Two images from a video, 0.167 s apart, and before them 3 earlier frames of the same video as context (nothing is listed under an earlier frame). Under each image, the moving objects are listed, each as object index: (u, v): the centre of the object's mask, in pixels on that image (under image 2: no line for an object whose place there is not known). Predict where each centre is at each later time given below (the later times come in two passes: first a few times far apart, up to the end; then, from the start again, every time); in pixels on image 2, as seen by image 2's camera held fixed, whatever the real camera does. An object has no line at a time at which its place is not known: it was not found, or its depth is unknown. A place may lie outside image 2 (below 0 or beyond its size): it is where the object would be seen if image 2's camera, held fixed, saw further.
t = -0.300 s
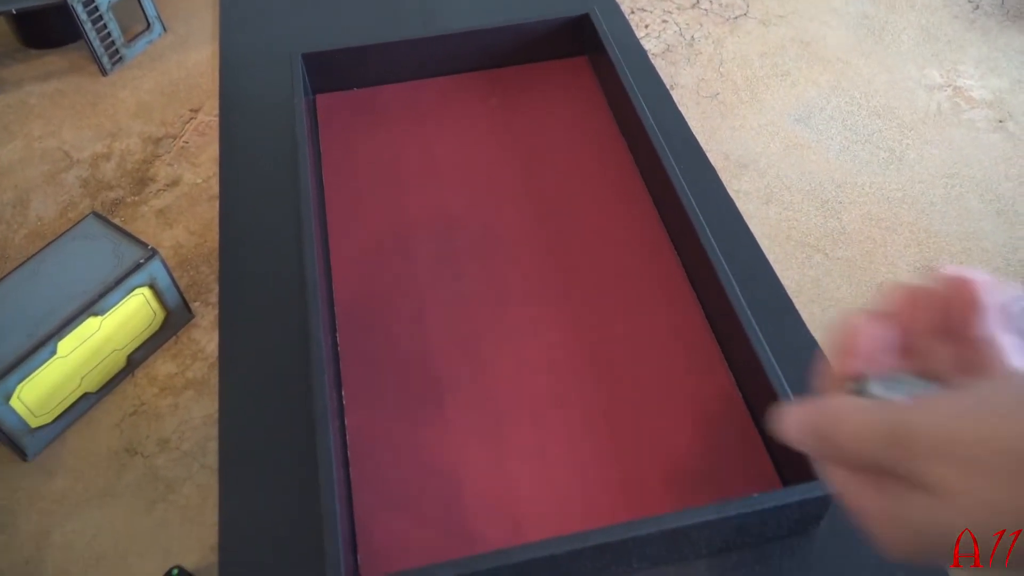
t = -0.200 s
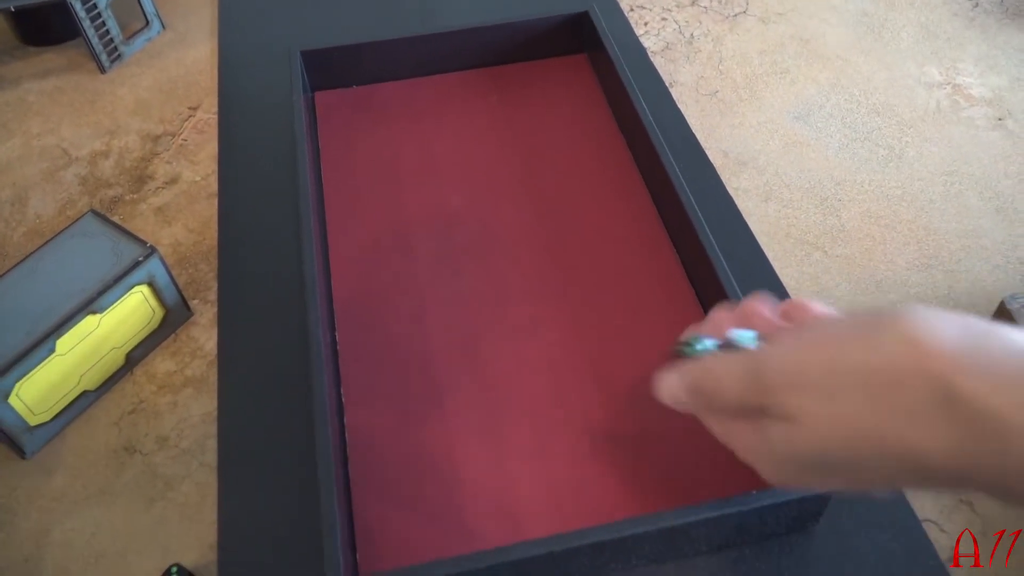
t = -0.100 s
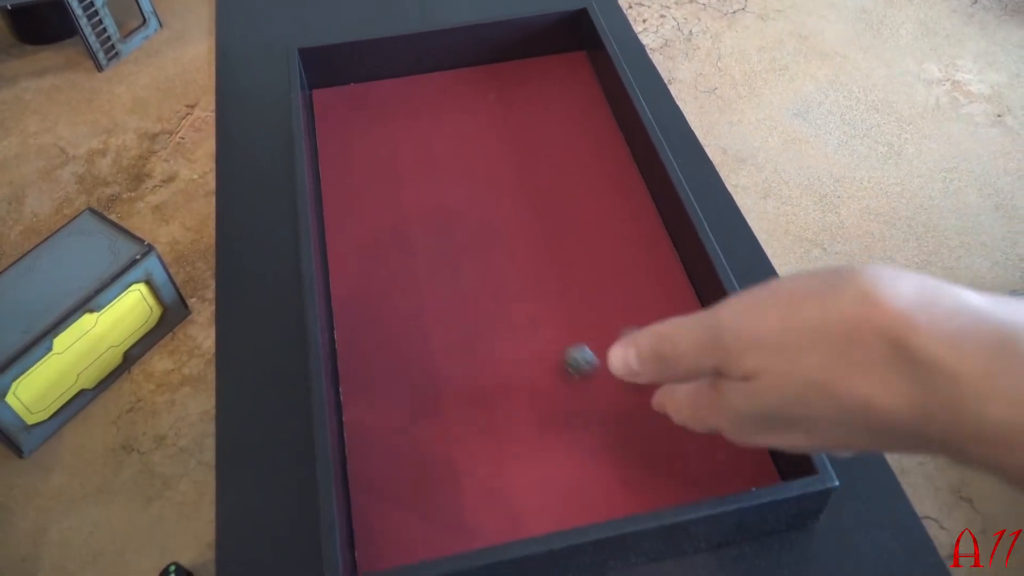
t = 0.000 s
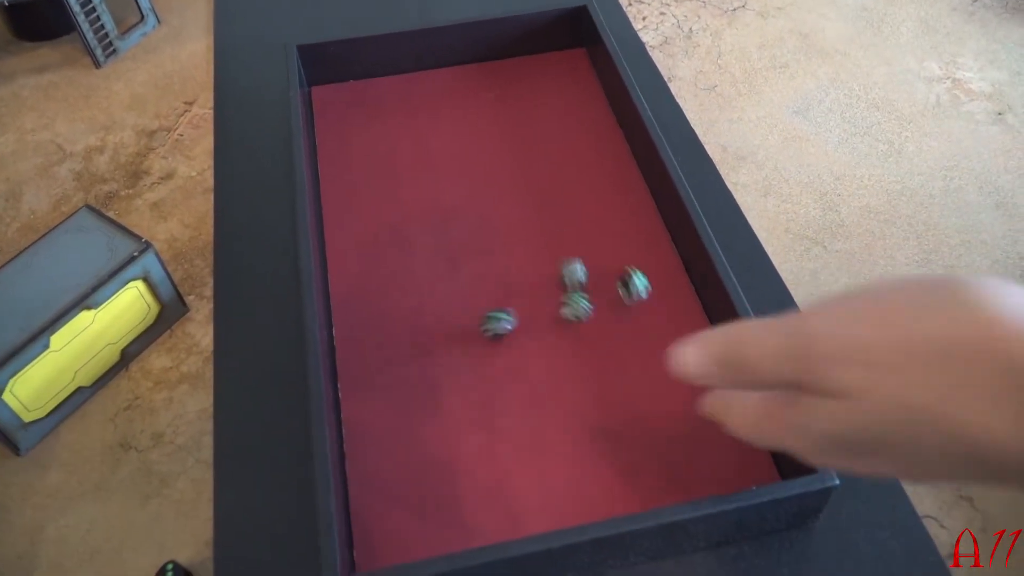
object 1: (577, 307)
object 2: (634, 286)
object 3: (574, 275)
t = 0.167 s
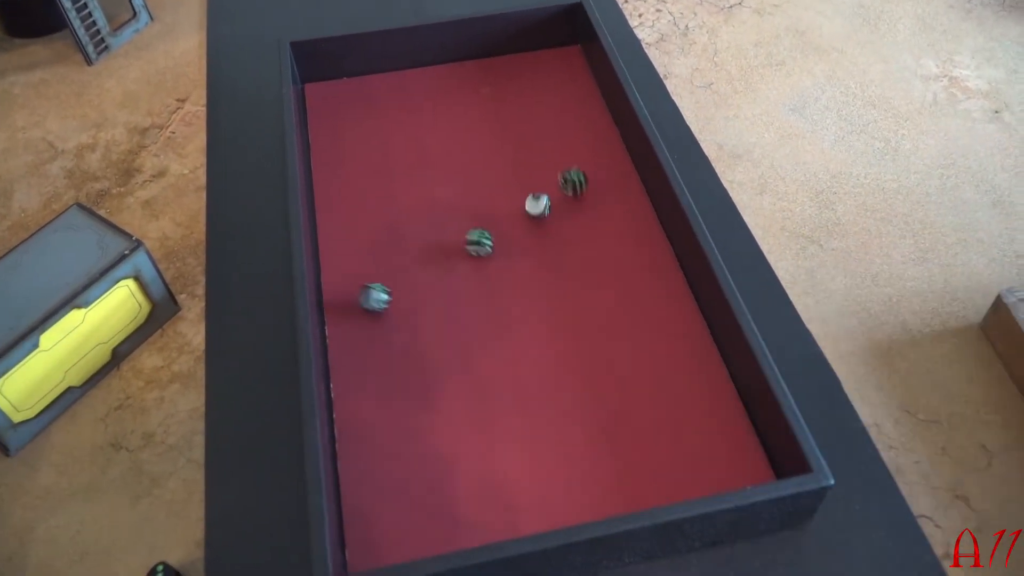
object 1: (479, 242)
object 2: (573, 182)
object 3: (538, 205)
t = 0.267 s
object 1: (464, 233)
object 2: (559, 129)
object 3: (543, 197)
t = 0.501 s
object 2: (538, 86)
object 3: (543, 197)
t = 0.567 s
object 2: (539, 84)
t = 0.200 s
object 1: (470, 236)
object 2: (568, 157)
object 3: (539, 202)
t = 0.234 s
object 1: (465, 233)
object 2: (561, 146)
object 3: (542, 198)
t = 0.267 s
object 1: (464, 233)
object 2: (559, 129)
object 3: (543, 197)
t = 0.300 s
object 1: (463, 233)
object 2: (556, 121)
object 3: (543, 197)
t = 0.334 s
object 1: (463, 233)
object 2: (555, 108)
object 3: (543, 197)
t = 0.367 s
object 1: (463, 233)
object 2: (552, 102)
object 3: (543, 197)
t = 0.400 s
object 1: (463, 233)
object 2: (548, 96)
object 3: (542, 197)
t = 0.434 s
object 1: (463, 233)
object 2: (544, 92)
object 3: (543, 197)
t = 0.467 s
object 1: (463, 233)
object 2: (540, 89)
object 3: (543, 197)
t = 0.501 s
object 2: (538, 86)
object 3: (543, 197)
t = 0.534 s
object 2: (538, 84)
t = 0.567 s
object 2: (539, 84)
